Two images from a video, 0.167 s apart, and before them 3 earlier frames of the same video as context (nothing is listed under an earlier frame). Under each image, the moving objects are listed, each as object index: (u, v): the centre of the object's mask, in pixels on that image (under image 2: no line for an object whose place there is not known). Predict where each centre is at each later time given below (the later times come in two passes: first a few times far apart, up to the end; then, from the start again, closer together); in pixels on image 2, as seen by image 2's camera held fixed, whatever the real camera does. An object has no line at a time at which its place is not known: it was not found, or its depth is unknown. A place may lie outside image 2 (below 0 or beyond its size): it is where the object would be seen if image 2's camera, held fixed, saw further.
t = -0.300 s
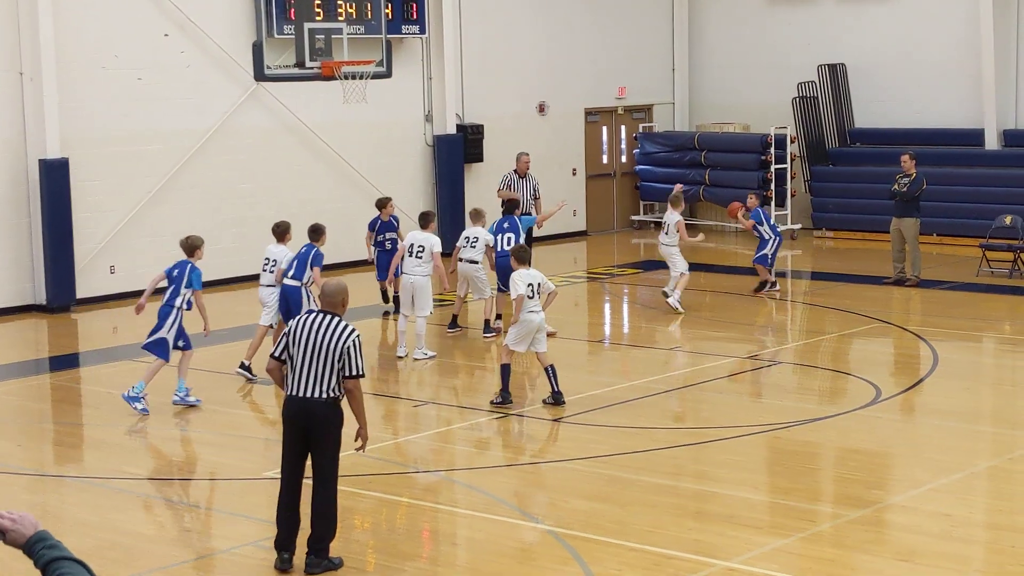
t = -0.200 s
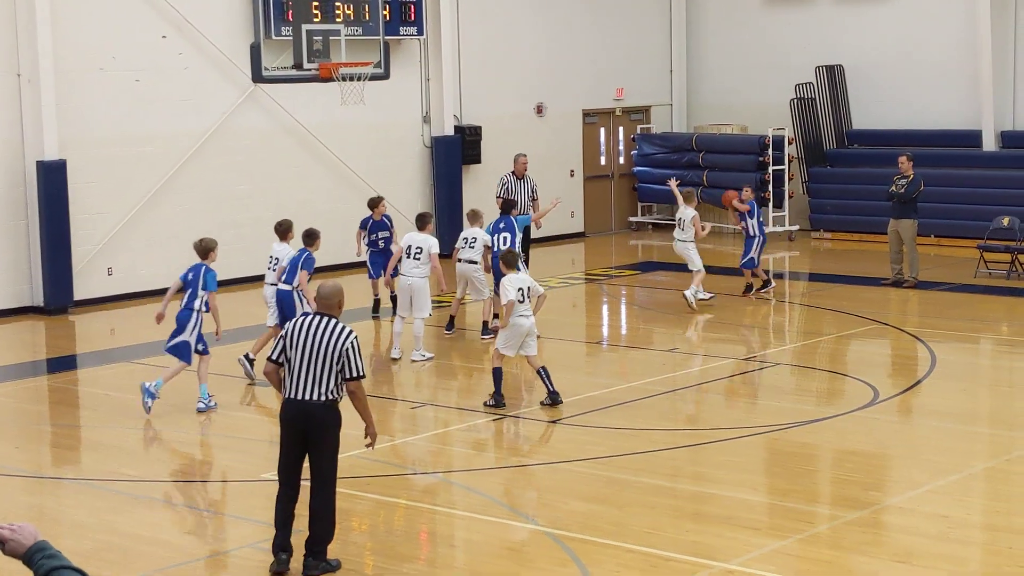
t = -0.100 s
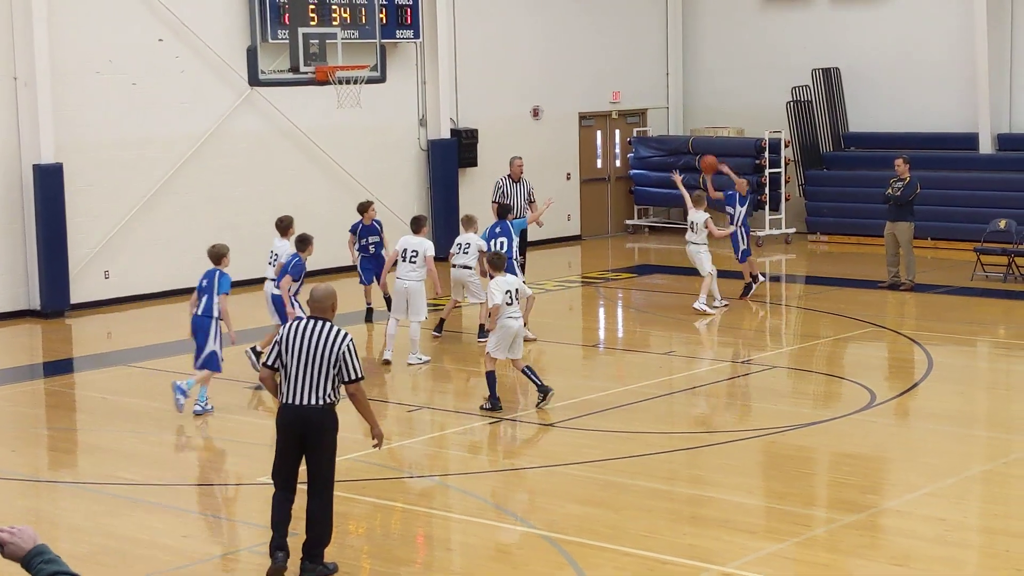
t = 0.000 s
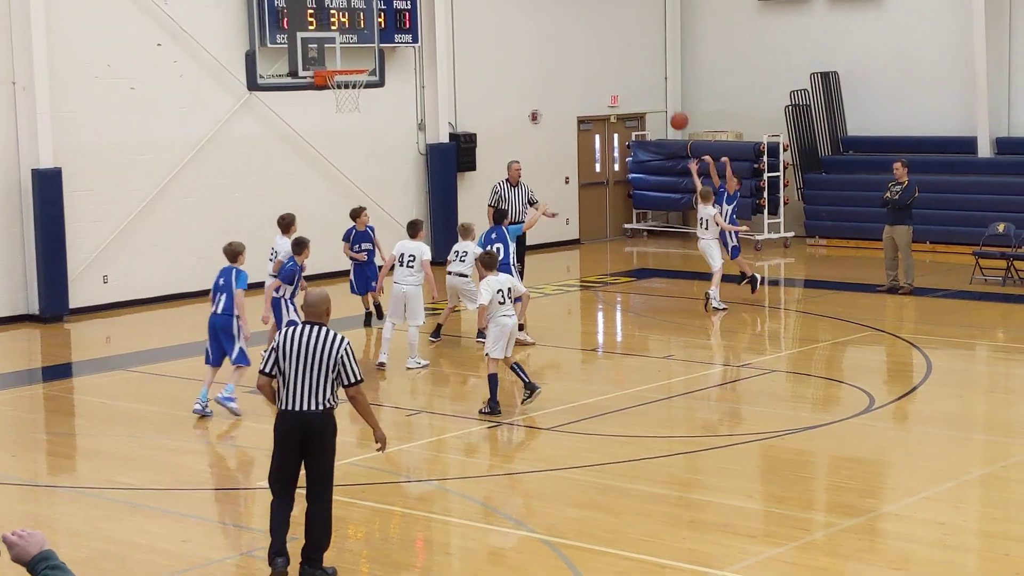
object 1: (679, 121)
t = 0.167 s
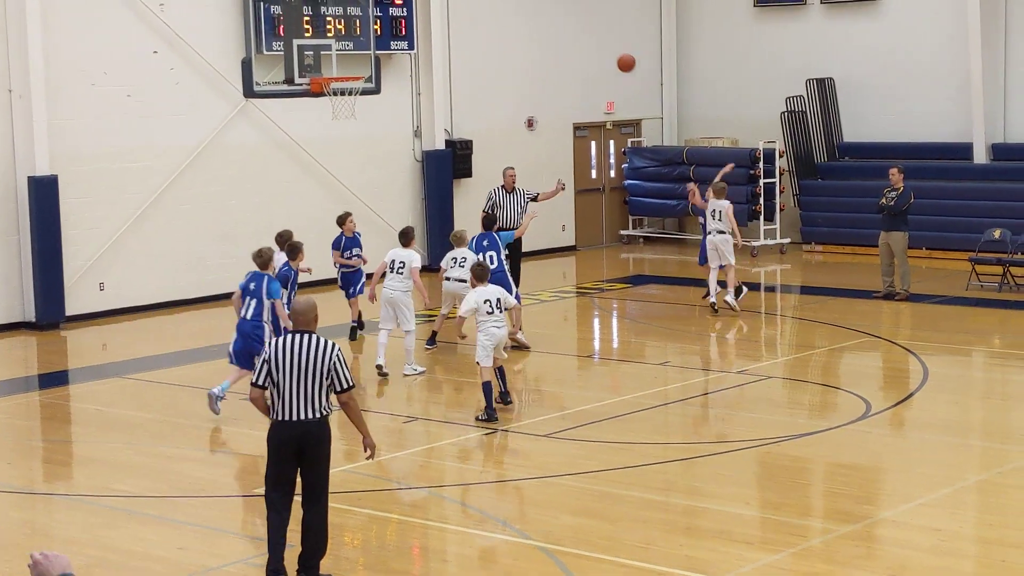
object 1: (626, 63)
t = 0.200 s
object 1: (616, 52)
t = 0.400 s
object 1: (554, 5)
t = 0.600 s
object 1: (490, -7)
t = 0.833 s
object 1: (412, 19)
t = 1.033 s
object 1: (347, 65)
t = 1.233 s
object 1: (292, 62)
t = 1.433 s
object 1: (259, 73)
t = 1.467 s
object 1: (259, 76)
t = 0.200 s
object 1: (616, 52)
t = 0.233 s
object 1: (606, 42)
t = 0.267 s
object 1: (596, 33)
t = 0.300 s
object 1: (586, 25)
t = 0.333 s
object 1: (575, 17)
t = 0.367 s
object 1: (565, 11)
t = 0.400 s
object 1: (554, 5)
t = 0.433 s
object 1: (544, 0)
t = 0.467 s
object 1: (533, -2)
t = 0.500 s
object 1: (523, -4)
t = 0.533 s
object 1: (512, -6)
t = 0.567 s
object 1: (501, -7)
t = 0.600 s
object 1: (490, -7)
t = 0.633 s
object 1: (479, -7)
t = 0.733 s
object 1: (446, 1)
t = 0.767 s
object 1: (435, 6)
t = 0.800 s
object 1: (424, 12)
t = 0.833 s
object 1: (412, 19)
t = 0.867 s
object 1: (401, 27)
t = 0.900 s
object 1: (390, 35)
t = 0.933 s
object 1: (379, 46)
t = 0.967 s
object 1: (368, 57)
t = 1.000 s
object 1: (356, 67)
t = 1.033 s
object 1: (347, 65)
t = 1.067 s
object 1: (338, 65)
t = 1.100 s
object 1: (328, 66)
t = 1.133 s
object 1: (318, 65)
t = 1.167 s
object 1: (310, 63)
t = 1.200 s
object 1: (301, 62)
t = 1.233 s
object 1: (292, 62)
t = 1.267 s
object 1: (283, 63)
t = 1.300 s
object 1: (274, 65)
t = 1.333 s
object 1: (265, 68)
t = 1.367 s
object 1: (260, 70)
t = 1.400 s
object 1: (260, 71)
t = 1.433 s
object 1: (259, 73)
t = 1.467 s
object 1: (259, 76)
